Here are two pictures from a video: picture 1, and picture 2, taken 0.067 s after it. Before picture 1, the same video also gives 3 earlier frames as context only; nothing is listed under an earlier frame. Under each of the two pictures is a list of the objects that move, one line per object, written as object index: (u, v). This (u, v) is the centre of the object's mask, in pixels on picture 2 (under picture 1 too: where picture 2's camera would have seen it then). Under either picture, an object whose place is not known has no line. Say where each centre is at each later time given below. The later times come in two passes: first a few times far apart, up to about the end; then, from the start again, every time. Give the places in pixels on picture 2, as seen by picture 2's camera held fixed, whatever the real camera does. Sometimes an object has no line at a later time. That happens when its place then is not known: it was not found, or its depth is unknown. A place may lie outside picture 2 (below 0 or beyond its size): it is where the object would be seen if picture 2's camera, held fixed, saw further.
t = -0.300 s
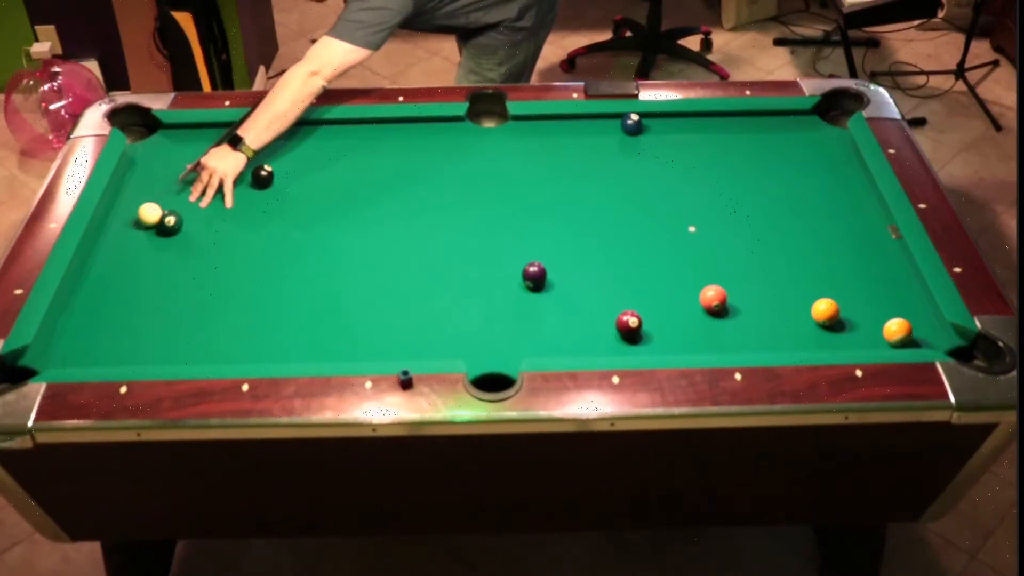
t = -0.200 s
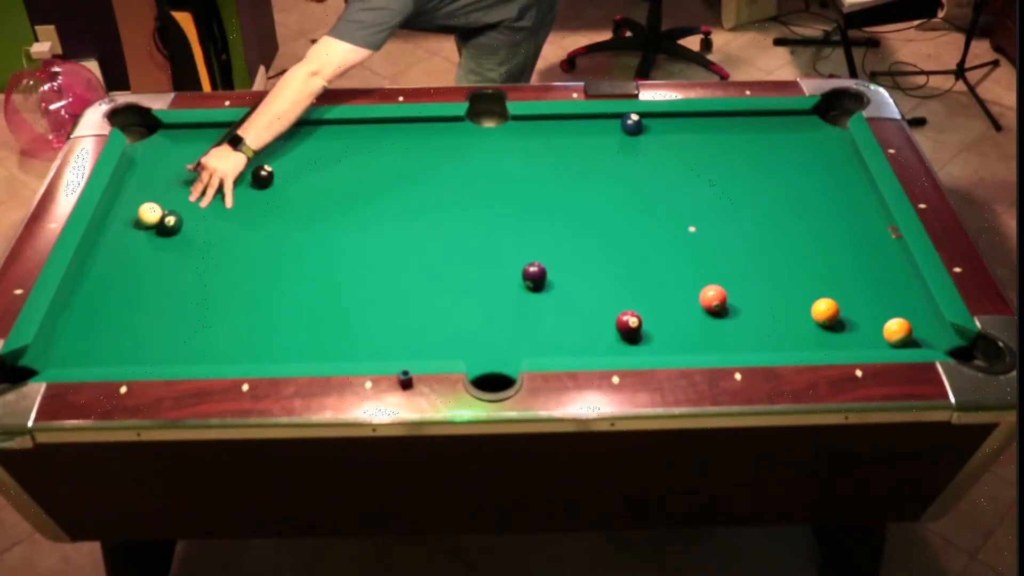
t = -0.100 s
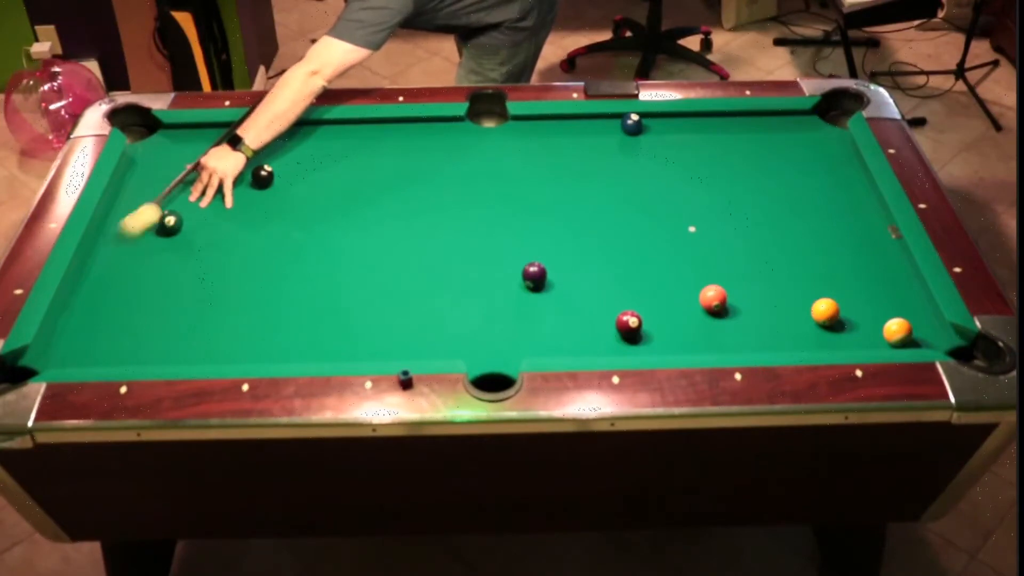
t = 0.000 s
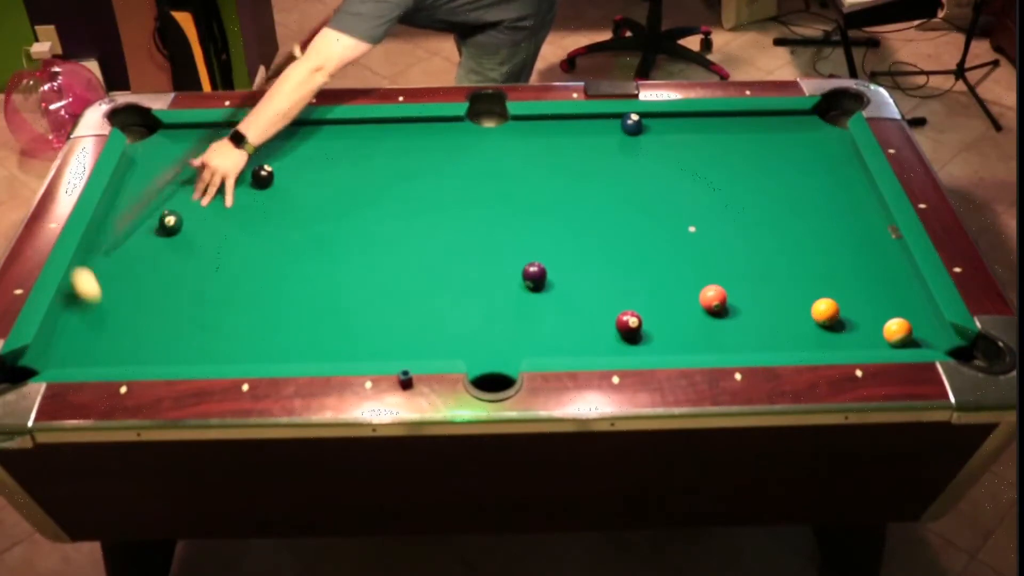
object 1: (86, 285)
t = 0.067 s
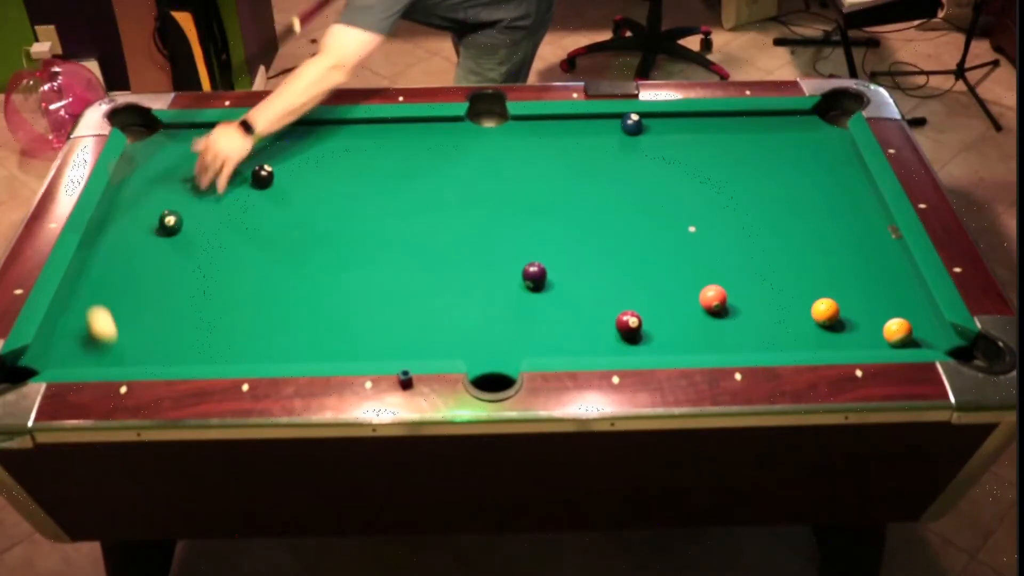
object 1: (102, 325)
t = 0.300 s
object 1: (221, 284)
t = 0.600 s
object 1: (351, 197)
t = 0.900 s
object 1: (457, 127)
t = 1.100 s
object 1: (523, 121)
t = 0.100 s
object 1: (109, 346)
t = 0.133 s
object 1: (123, 352)
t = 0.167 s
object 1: (145, 337)
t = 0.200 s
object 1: (166, 322)
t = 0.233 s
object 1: (186, 308)
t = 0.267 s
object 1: (204, 296)
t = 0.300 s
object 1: (221, 284)
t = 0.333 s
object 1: (238, 273)
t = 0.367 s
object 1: (253, 263)
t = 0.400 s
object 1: (268, 252)
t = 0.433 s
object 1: (283, 242)
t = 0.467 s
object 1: (297, 233)
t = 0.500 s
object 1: (311, 223)
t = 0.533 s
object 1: (325, 214)
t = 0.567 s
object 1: (338, 205)
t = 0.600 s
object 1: (351, 197)
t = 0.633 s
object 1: (364, 188)
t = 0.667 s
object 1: (377, 180)
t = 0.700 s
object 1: (389, 172)
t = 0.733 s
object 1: (401, 164)
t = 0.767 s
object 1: (413, 156)
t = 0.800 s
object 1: (424, 149)
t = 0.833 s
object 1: (435, 141)
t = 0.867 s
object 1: (446, 134)
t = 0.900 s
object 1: (457, 127)
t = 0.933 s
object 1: (468, 122)
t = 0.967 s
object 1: (479, 122)
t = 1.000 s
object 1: (490, 123)
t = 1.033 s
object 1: (501, 122)
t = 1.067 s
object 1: (512, 122)
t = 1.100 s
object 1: (523, 121)
